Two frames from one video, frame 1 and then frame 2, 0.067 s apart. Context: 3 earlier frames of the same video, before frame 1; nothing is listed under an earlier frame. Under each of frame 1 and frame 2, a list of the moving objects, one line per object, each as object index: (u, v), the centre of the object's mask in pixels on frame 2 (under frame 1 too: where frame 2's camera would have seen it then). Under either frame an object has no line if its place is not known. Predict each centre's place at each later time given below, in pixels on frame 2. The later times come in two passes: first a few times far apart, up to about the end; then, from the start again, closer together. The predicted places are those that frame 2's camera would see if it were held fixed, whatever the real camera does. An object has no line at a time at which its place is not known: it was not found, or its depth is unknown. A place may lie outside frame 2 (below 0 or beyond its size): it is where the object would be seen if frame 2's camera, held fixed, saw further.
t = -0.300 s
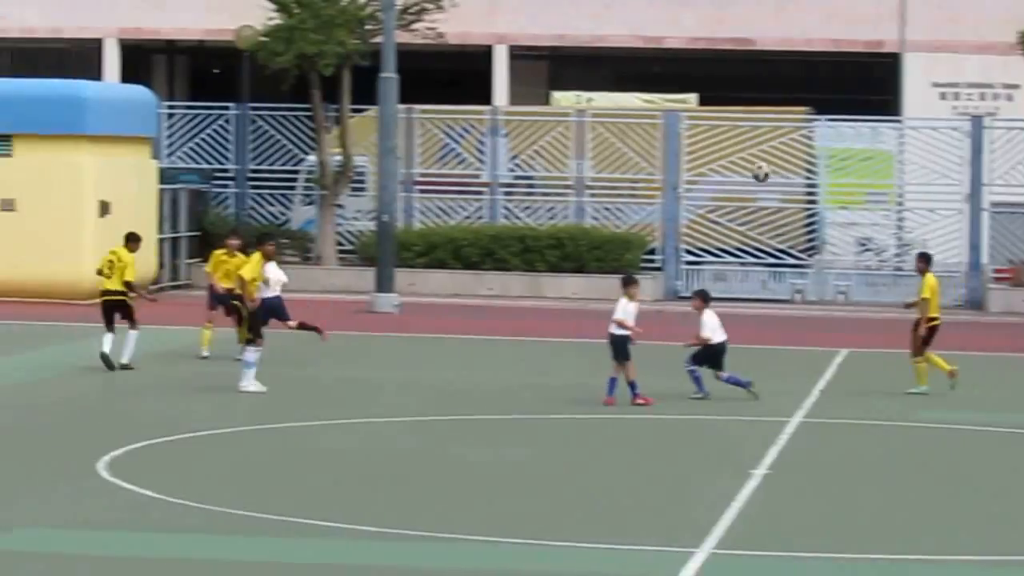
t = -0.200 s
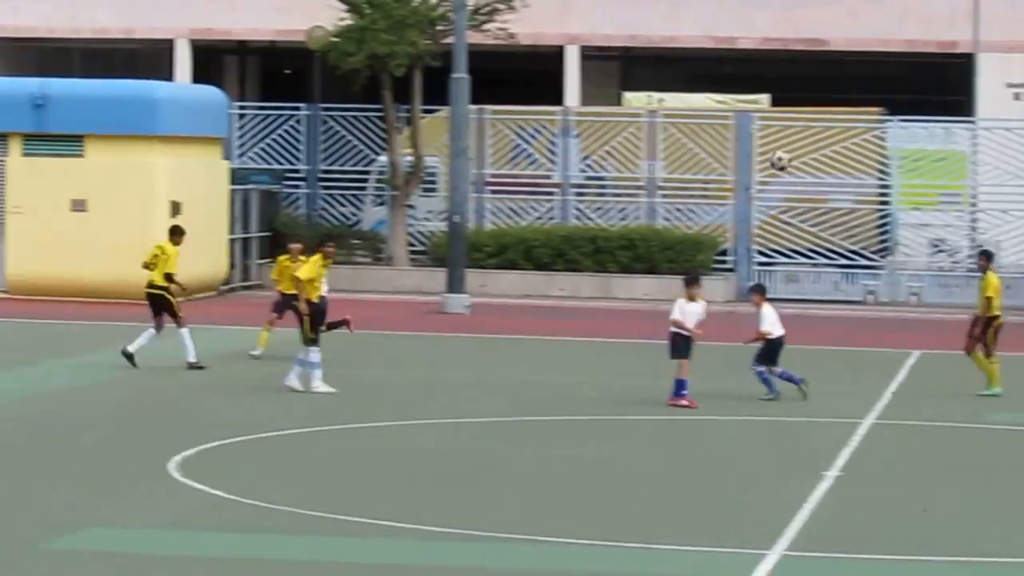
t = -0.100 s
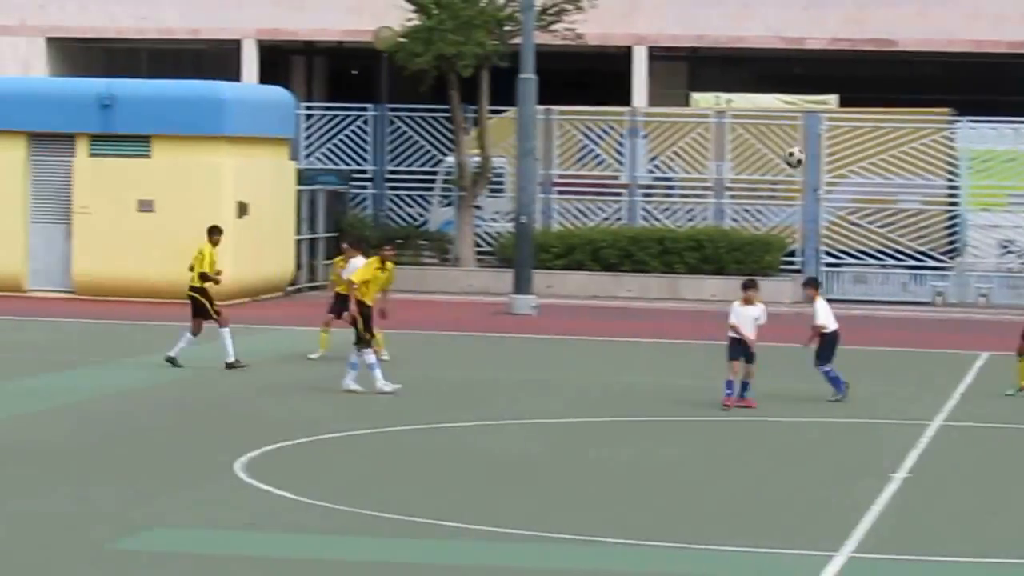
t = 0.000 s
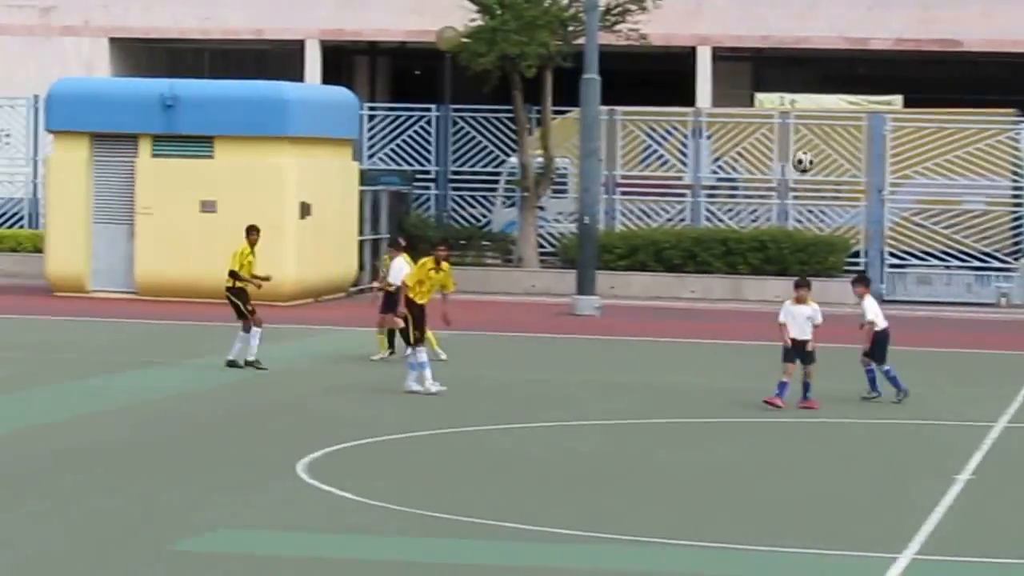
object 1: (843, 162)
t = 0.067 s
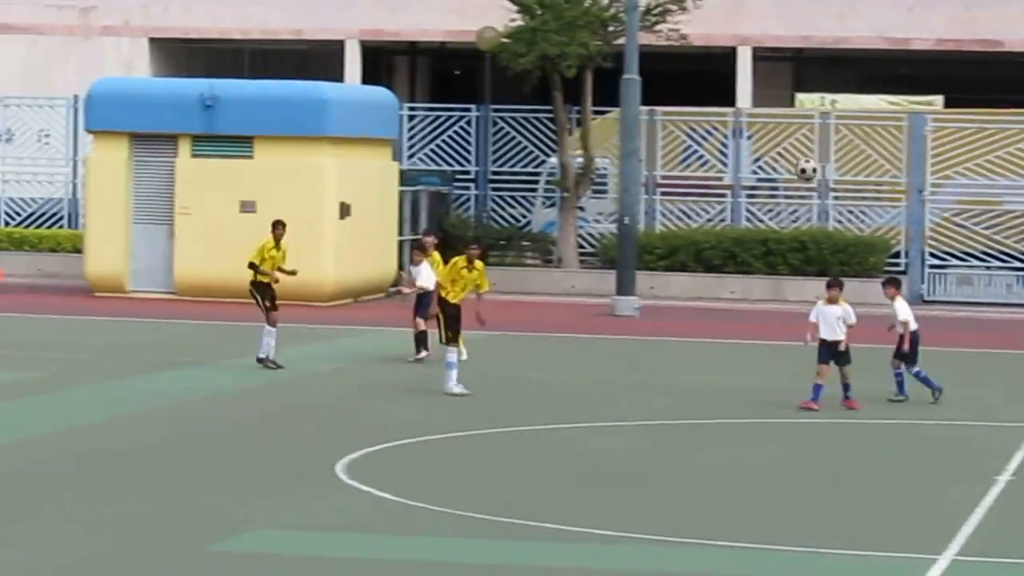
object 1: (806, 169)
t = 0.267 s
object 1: (689, 218)
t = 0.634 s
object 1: (451, 451)
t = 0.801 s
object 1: (368, 461)
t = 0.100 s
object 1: (787, 176)
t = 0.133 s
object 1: (768, 182)
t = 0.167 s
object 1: (749, 189)
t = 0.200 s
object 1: (728, 197)
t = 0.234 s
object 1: (709, 207)
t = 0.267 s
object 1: (689, 218)
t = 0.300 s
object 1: (670, 231)
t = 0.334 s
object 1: (649, 245)
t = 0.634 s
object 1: (451, 451)
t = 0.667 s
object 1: (428, 481)
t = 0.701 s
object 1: (403, 519)
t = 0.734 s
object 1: (391, 501)
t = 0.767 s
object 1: (380, 480)
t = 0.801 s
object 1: (368, 461)
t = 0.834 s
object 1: (356, 443)
